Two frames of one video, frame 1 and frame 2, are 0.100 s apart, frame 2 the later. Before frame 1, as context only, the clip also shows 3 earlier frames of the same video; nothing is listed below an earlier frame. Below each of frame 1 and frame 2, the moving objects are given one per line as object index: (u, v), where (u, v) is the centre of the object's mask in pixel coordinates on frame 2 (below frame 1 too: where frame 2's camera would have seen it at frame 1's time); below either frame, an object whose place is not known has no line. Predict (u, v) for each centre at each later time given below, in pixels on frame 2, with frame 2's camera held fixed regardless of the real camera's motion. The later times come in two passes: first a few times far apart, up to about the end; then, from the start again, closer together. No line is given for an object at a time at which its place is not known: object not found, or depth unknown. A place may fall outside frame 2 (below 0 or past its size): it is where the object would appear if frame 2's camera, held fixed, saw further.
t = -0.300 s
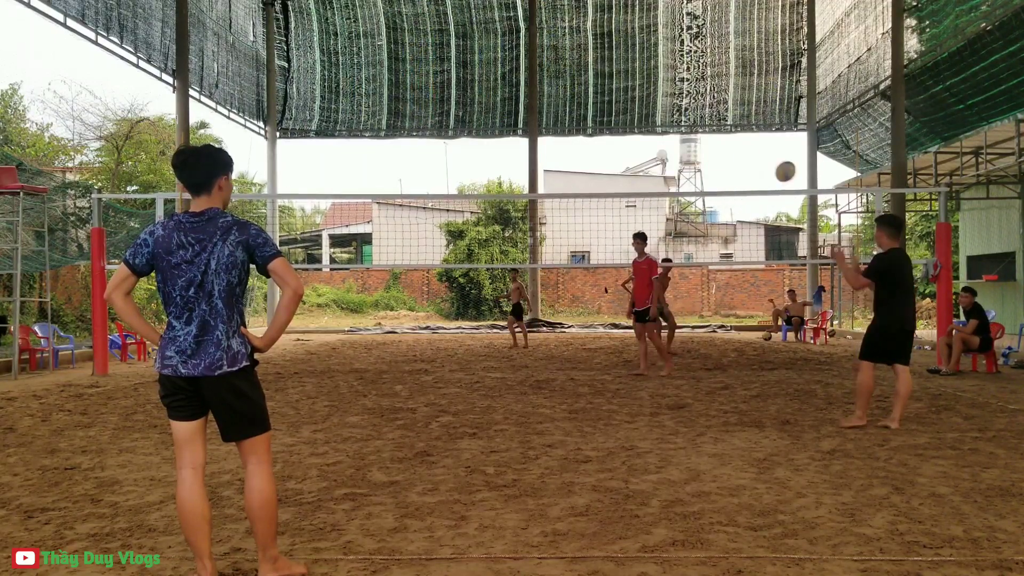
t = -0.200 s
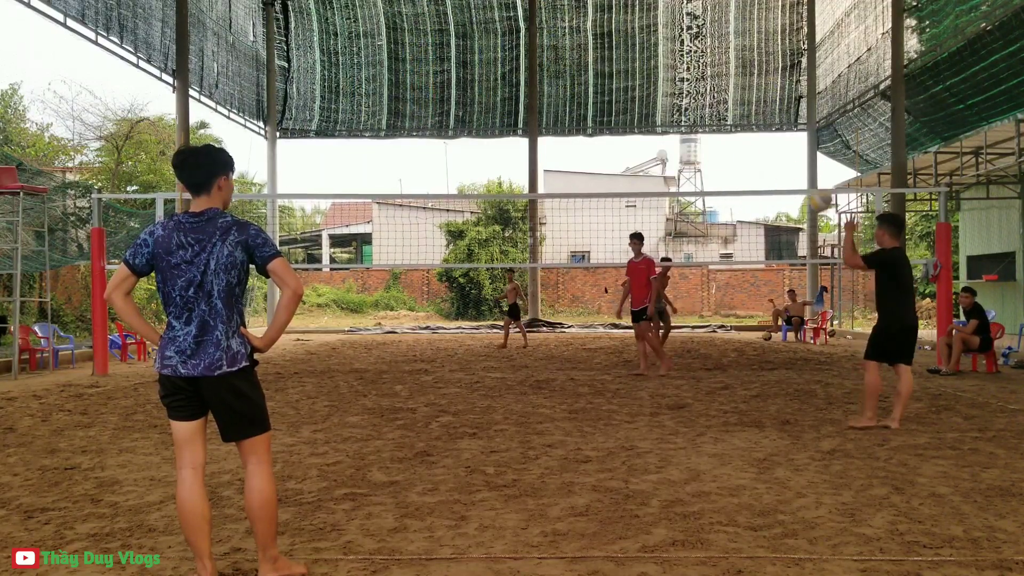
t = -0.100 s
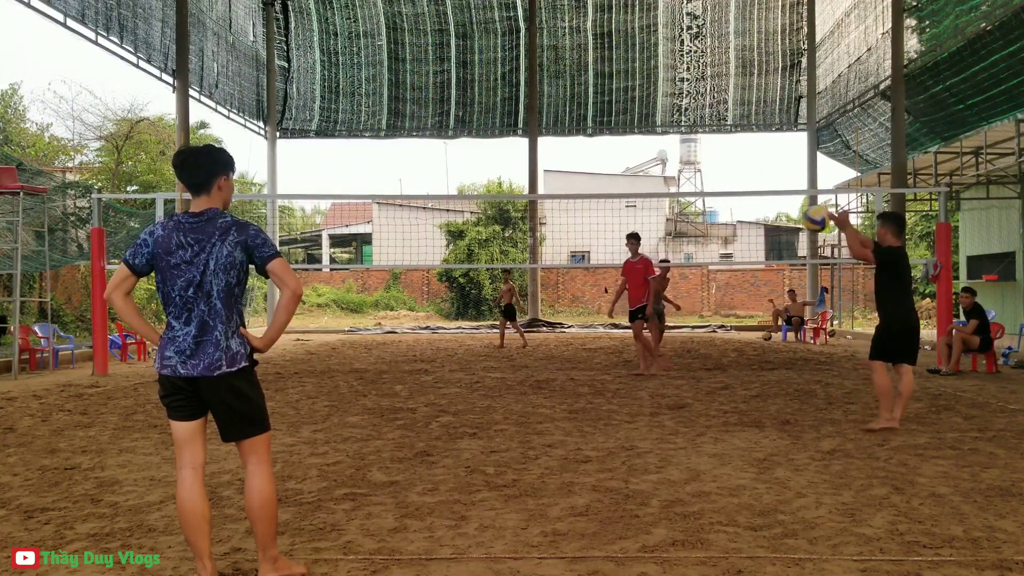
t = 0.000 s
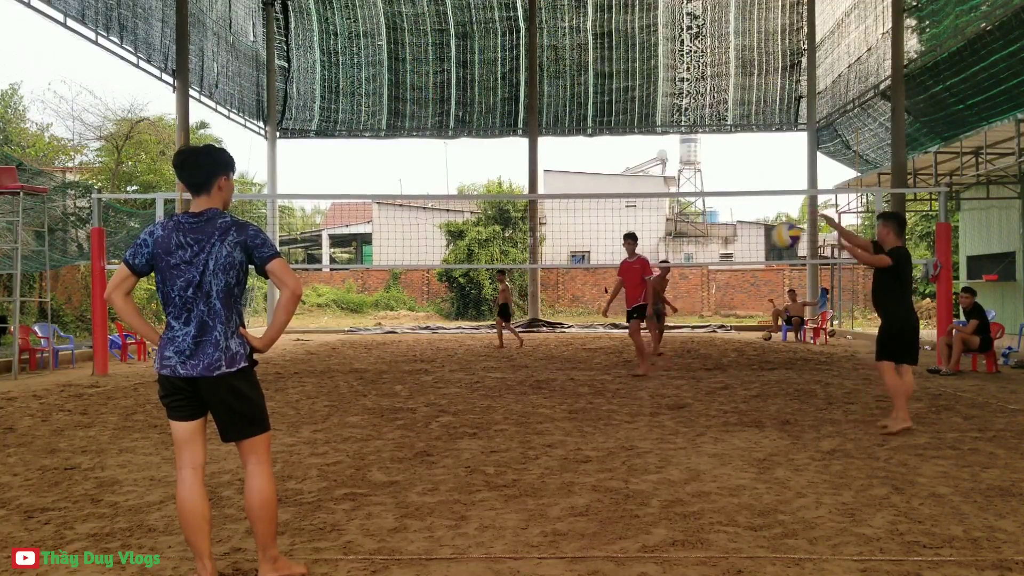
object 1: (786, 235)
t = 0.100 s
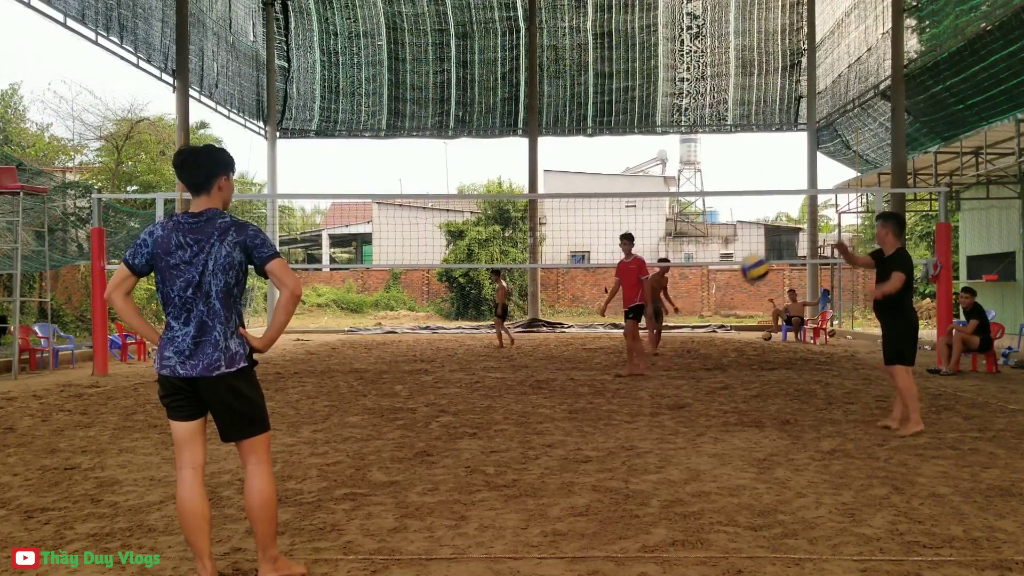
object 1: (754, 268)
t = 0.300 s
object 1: (684, 395)
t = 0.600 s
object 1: (549, 381)
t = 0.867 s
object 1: (417, 406)
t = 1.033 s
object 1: (329, 475)
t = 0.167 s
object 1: (731, 301)
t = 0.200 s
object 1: (721, 319)
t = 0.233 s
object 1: (708, 343)
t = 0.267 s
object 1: (696, 366)
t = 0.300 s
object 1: (684, 395)
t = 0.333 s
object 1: (672, 424)
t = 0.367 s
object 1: (659, 456)
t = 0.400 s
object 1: (643, 442)
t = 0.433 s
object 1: (627, 428)
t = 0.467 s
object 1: (612, 414)
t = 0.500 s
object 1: (597, 403)
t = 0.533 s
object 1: (580, 393)
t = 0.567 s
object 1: (564, 387)
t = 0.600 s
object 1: (549, 381)
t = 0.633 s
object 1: (533, 378)
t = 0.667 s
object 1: (517, 376)
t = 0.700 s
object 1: (500, 375)
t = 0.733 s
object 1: (483, 377)
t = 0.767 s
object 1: (467, 381)
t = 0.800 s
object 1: (450, 388)
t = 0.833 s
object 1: (434, 396)
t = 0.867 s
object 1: (417, 406)
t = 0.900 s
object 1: (399, 418)
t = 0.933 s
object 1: (381, 433)
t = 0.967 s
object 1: (364, 449)
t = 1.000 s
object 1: (346, 471)
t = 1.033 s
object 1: (329, 475)
